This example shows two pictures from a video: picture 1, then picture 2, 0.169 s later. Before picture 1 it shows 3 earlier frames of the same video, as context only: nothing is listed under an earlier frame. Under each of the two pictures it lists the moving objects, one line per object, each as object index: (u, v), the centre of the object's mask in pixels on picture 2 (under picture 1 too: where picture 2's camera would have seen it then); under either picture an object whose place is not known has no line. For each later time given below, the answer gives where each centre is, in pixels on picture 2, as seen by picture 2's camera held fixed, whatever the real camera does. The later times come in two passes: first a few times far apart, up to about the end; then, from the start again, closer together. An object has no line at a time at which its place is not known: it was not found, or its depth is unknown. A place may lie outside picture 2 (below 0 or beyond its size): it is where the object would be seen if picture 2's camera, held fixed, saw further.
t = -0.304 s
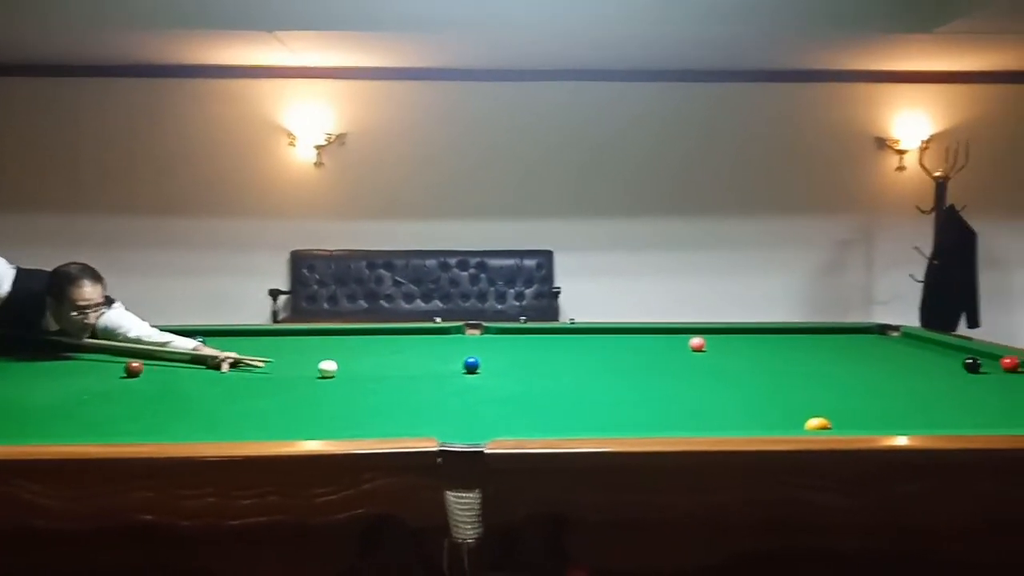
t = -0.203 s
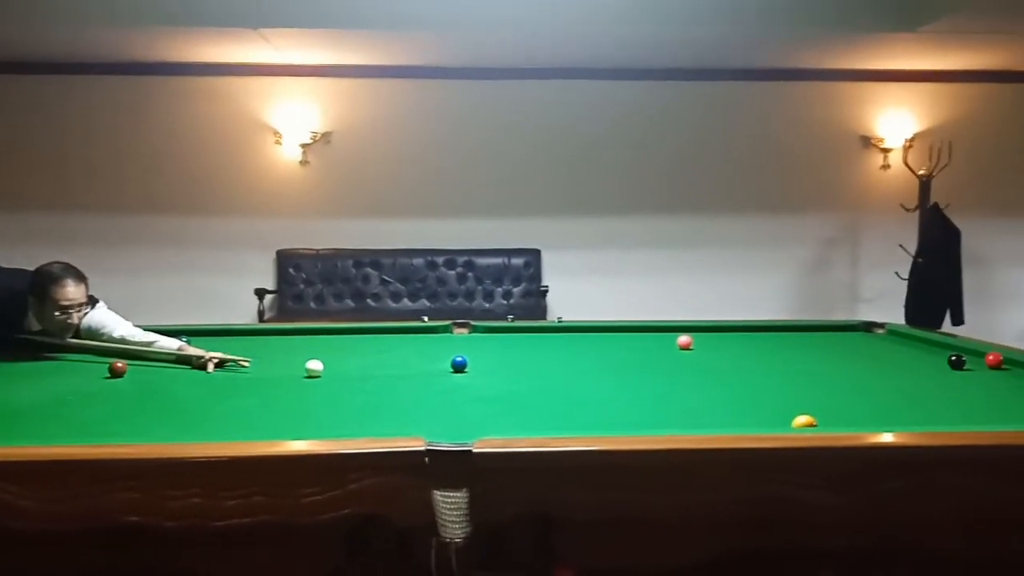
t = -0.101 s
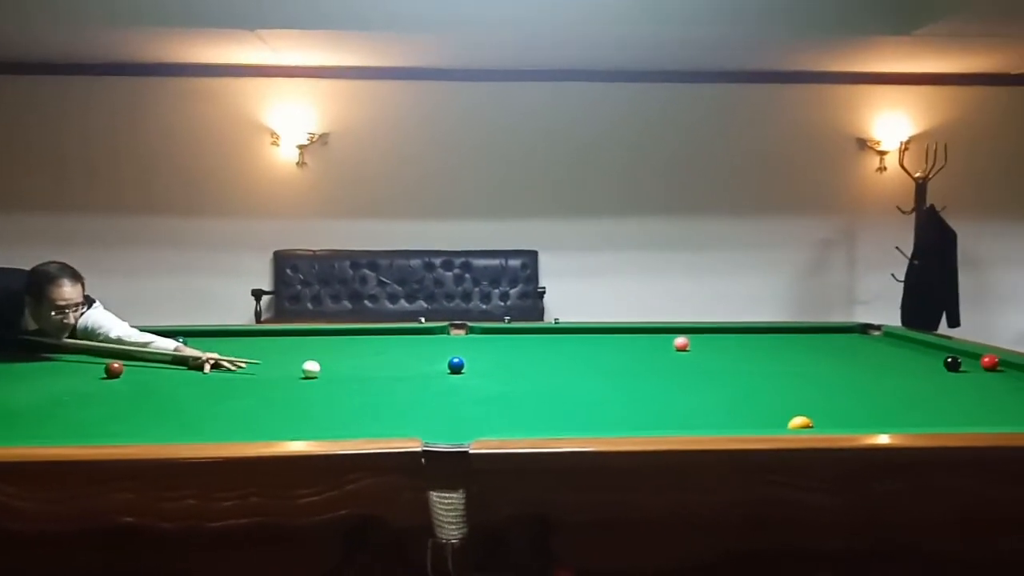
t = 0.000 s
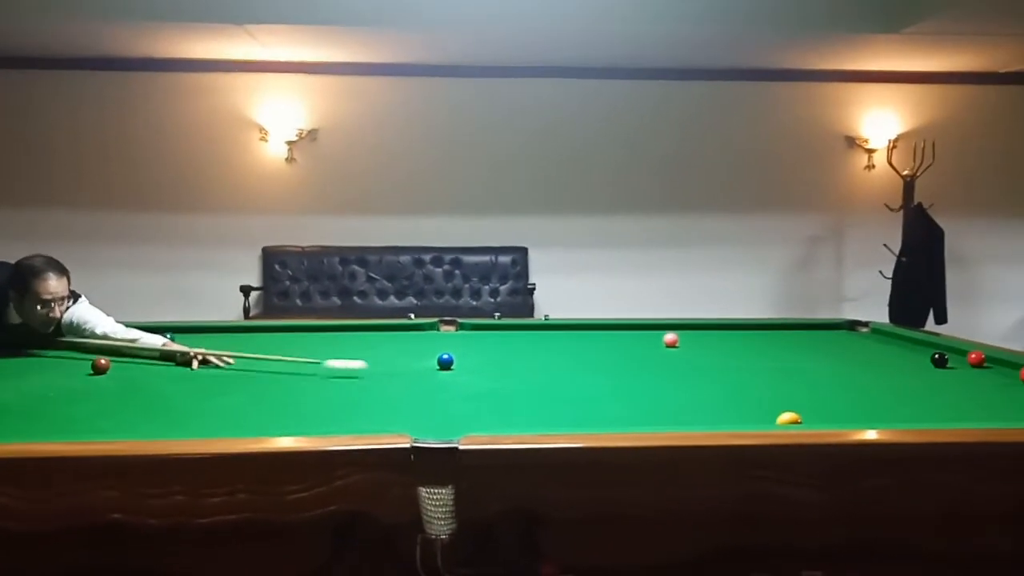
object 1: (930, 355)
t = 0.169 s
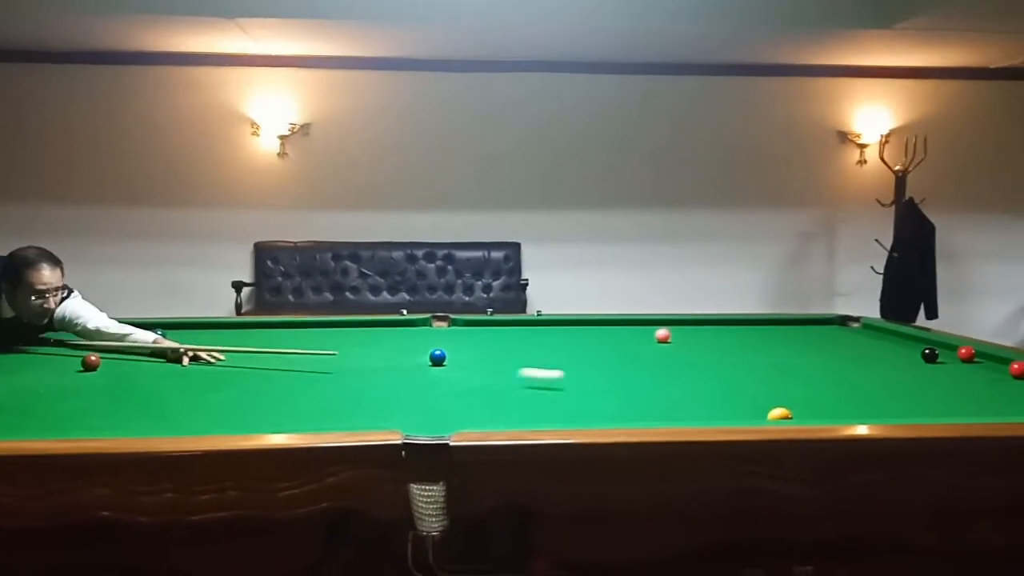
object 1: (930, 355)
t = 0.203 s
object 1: (930, 355)
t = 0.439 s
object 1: (929, 355)
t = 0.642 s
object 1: (929, 355)
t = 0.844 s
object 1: (930, 355)
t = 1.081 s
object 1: (929, 355)
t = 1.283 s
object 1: (929, 355)
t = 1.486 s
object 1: (929, 355)
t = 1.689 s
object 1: (923, 354)
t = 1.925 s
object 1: (905, 350)
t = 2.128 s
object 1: (883, 350)
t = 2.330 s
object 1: (862, 348)
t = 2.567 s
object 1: (840, 347)
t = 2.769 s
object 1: (825, 345)
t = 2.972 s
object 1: (811, 344)
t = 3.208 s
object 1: (798, 343)
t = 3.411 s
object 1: (789, 342)
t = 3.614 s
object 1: (781, 341)
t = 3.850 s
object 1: (774, 340)
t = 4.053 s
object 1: (769, 340)
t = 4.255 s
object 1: (767, 339)
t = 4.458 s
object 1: (765, 339)
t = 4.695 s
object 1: (765, 339)
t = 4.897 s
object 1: (766, 339)
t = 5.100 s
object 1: (766, 339)
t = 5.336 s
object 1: (766, 339)
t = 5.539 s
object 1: (766, 338)
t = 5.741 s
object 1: (766, 338)
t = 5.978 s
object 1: (766, 338)
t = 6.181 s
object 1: (766, 338)
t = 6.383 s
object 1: (766, 339)
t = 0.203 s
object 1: (930, 355)
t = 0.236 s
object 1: (929, 355)
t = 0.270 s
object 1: (930, 355)
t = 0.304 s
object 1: (930, 355)
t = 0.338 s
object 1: (930, 355)
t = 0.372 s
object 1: (930, 355)
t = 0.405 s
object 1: (929, 355)
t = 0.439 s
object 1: (929, 355)
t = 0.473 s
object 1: (929, 355)
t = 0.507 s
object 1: (930, 355)
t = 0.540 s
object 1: (930, 355)
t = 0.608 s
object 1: (930, 355)
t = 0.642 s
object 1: (929, 355)
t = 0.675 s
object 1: (930, 355)
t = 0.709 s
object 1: (929, 355)
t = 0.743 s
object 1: (929, 355)
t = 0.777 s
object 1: (929, 355)
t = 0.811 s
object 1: (929, 355)
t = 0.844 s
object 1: (930, 355)
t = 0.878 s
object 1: (929, 355)
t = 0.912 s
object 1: (929, 355)
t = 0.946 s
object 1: (929, 355)
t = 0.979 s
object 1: (929, 355)
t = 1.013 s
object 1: (929, 355)
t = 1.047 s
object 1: (929, 355)
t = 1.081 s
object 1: (929, 355)
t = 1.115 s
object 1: (929, 355)
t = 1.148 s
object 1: (929, 355)
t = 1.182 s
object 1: (929, 355)
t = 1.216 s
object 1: (929, 355)
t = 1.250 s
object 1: (929, 355)
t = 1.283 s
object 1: (929, 355)
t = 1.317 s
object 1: (929, 355)
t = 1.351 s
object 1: (929, 355)
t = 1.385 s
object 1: (929, 355)
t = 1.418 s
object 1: (929, 355)
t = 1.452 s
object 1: (929, 355)
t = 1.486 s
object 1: (929, 355)
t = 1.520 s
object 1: (929, 354)
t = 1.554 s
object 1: (929, 355)
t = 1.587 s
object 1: (929, 355)
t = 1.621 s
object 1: (929, 355)
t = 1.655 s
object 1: (926, 355)
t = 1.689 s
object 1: (923, 354)
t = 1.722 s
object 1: (920, 353)
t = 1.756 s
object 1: (918, 352)
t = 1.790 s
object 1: (916, 351)
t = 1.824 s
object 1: (915, 350)
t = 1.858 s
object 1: (913, 350)
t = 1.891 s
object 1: (909, 350)
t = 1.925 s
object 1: (905, 350)
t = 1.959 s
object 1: (901, 350)
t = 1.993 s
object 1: (897, 349)
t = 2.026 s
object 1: (894, 349)
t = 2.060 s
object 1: (890, 349)
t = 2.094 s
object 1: (886, 349)
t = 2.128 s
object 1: (883, 350)
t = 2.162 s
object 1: (879, 349)
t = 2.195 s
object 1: (876, 350)
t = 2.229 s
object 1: (872, 349)
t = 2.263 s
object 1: (868, 349)
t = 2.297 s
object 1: (865, 349)
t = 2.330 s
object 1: (862, 348)
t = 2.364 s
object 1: (858, 348)
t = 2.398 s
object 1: (855, 348)
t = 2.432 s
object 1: (852, 347)
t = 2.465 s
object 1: (849, 347)
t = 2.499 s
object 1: (846, 347)
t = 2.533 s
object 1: (844, 347)
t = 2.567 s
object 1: (840, 347)
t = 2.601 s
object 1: (838, 346)
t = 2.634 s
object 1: (835, 346)
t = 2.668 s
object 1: (833, 346)
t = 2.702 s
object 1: (830, 346)
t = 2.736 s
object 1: (827, 345)
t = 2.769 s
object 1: (825, 345)
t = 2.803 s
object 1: (823, 345)
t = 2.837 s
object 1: (821, 345)
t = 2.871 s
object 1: (818, 344)
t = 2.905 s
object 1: (816, 345)
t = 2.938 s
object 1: (814, 344)
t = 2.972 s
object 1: (811, 344)
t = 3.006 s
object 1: (810, 344)
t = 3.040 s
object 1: (808, 344)
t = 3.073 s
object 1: (805, 344)
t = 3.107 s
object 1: (804, 343)
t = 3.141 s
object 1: (802, 343)
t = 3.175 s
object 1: (800, 343)
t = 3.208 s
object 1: (798, 343)
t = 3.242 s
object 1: (796, 343)
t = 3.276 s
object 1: (795, 342)
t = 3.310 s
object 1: (793, 342)
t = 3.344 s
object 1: (792, 342)
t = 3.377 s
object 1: (790, 342)
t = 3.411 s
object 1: (789, 342)
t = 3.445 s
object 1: (787, 341)
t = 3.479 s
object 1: (786, 341)
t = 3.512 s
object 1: (785, 341)
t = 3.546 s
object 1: (783, 341)
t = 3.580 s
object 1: (782, 341)
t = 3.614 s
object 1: (781, 341)
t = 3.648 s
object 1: (780, 341)
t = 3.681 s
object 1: (779, 340)
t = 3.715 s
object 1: (778, 340)
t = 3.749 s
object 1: (776, 340)
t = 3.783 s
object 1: (775, 340)
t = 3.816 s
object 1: (774, 340)
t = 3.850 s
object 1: (774, 340)
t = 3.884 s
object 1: (773, 340)
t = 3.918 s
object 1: (772, 340)
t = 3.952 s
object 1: (771, 340)
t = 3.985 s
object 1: (771, 340)
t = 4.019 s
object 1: (770, 340)
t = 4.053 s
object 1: (769, 340)
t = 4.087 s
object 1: (769, 340)
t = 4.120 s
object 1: (769, 340)
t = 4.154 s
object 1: (768, 340)
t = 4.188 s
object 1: (767, 340)
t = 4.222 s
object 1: (767, 339)
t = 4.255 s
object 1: (767, 339)
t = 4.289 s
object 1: (766, 339)
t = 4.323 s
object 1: (766, 339)
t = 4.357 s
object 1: (766, 339)
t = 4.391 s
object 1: (765, 339)
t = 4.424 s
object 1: (765, 339)
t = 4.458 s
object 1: (765, 339)
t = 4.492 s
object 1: (765, 339)
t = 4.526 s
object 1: (766, 339)
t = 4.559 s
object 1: (765, 339)
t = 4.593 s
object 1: (765, 339)
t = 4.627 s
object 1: (765, 339)
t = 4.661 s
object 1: (765, 339)
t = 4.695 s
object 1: (765, 339)
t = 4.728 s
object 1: (766, 339)
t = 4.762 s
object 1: (766, 339)
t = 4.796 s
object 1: (766, 339)
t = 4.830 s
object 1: (766, 339)
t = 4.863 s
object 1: (766, 339)
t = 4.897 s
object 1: (766, 339)
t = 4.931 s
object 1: (766, 339)
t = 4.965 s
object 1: (766, 339)
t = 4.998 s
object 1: (766, 339)
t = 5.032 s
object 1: (766, 339)
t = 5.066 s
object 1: (766, 338)
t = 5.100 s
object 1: (766, 339)
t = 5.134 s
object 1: (766, 339)
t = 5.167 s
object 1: (766, 339)
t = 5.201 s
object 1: (766, 339)
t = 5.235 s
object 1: (766, 339)
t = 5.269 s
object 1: (766, 339)
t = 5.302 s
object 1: (766, 339)
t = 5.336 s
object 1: (766, 339)
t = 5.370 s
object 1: (766, 339)
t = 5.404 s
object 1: (766, 338)
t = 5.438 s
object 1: (766, 338)
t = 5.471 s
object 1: (766, 338)
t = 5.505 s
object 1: (767, 339)
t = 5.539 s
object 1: (766, 338)
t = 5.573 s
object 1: (766, 338)
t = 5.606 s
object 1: (766, 338)
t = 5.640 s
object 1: (766, 338)
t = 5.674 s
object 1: (766, 338)
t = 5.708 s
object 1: (766, 338)
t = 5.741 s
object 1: (766, 338)
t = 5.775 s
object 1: (766, 338)
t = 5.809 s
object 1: (766, 338)
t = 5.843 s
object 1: (766, 338)
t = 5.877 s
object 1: (766, 338)
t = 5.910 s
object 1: (766, 339)
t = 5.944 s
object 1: (766, 338)
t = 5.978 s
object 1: (766, 338)
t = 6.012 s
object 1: (766, 338)
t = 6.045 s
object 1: (766, 339)
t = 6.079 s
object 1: (766, 339)
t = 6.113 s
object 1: (766, 339)
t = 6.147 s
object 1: (766, 339)
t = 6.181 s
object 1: (766, 338)
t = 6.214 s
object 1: (766, 339)
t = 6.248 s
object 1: (766, 338)
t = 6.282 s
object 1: (766, 338)
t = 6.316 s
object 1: (766, 339)
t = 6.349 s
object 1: (766, 338)
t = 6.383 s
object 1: (766, 339)
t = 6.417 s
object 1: (766, 339)
